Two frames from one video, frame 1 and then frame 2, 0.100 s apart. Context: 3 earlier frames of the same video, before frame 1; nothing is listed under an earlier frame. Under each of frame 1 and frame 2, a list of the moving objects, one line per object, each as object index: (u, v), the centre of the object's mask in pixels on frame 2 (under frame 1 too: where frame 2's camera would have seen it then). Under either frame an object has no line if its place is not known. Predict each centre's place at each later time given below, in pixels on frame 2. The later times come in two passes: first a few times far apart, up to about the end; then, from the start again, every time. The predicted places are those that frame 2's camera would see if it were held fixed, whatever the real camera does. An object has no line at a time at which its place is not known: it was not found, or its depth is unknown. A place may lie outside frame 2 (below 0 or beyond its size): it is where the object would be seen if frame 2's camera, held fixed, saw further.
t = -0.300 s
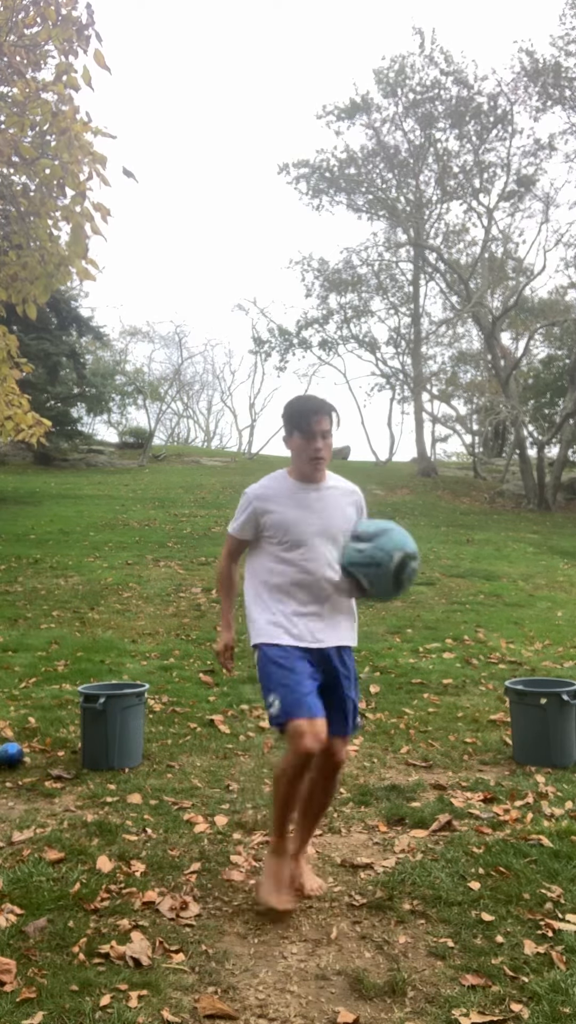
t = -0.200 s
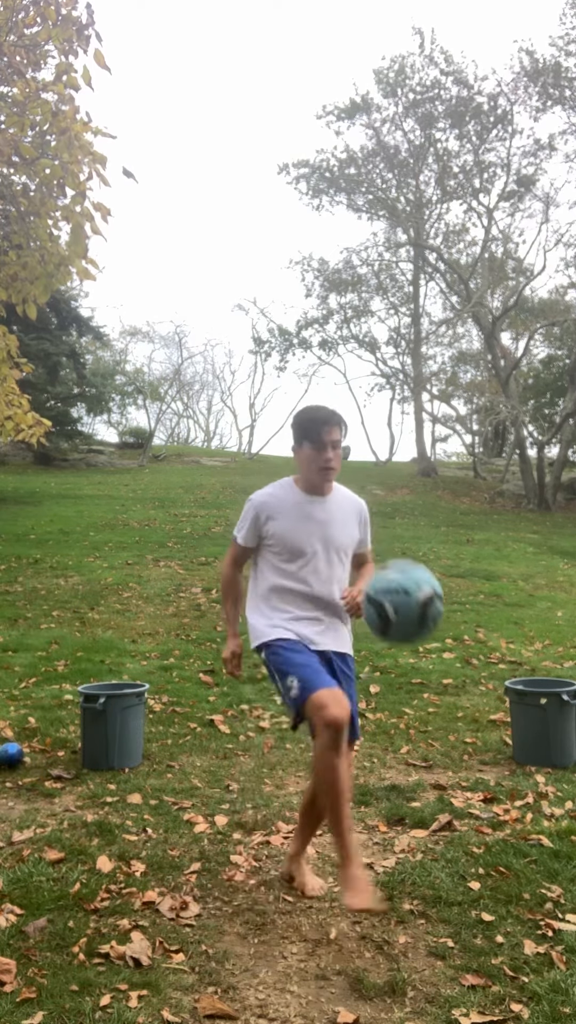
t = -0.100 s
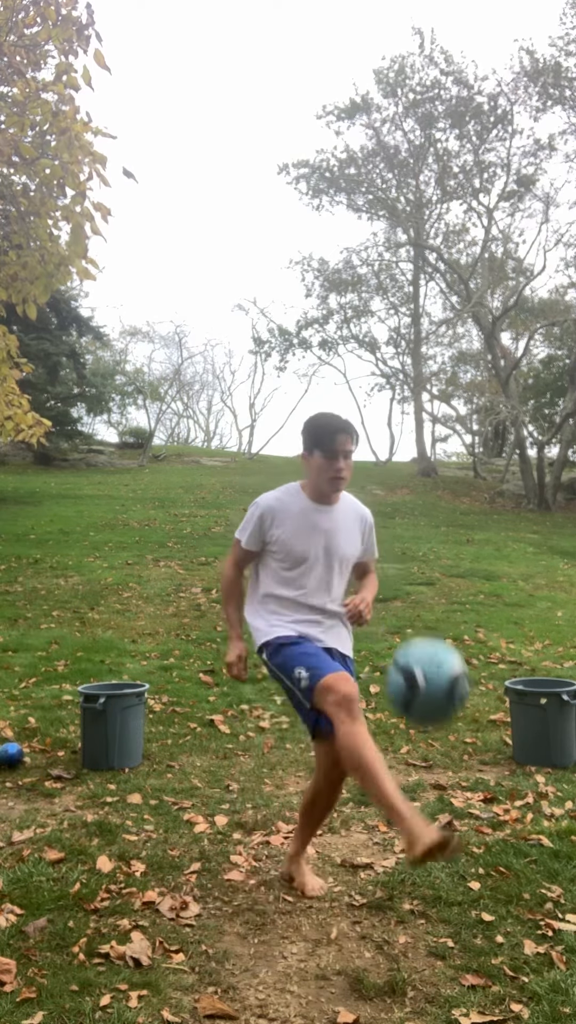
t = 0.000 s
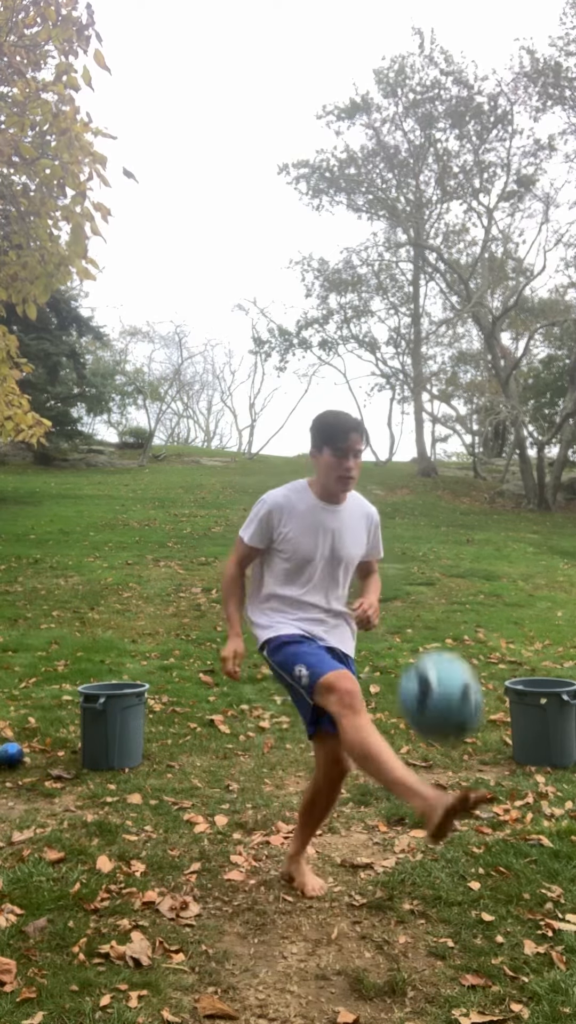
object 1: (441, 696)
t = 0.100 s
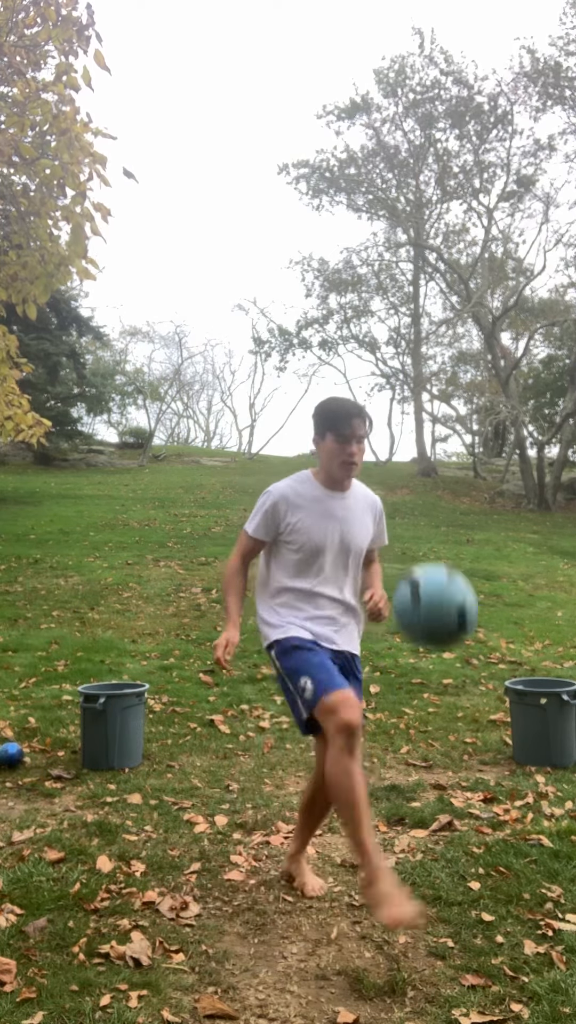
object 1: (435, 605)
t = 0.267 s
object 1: (427, 541)
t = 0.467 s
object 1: (417, 597)
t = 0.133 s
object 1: (434, 585)
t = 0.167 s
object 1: (432, 567)
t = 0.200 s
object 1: (431, 554)
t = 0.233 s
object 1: (429, 546)
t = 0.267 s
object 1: (427, 541)
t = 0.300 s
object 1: (426, 541)
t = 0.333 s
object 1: (424, 544)
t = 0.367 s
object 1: (422, 551)
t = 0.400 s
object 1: (420, 562)
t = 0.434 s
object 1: (418, 578)
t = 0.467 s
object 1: (417, 597)
